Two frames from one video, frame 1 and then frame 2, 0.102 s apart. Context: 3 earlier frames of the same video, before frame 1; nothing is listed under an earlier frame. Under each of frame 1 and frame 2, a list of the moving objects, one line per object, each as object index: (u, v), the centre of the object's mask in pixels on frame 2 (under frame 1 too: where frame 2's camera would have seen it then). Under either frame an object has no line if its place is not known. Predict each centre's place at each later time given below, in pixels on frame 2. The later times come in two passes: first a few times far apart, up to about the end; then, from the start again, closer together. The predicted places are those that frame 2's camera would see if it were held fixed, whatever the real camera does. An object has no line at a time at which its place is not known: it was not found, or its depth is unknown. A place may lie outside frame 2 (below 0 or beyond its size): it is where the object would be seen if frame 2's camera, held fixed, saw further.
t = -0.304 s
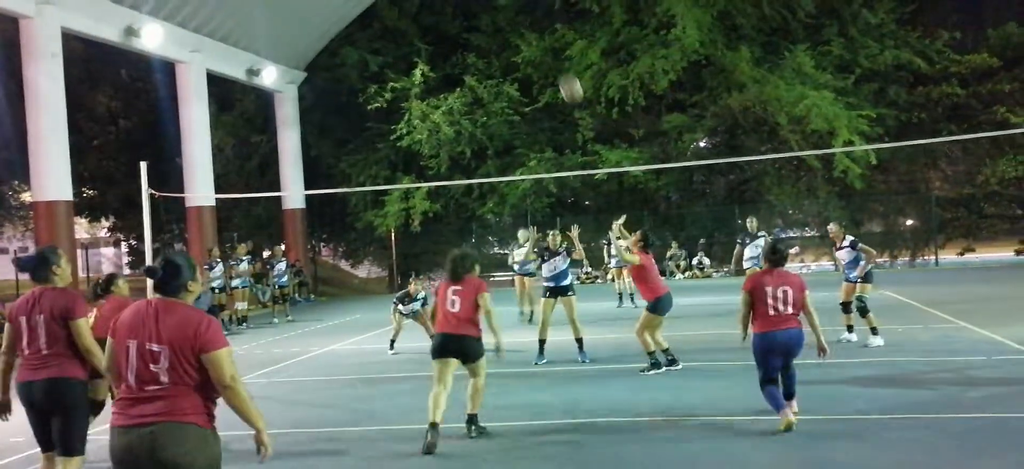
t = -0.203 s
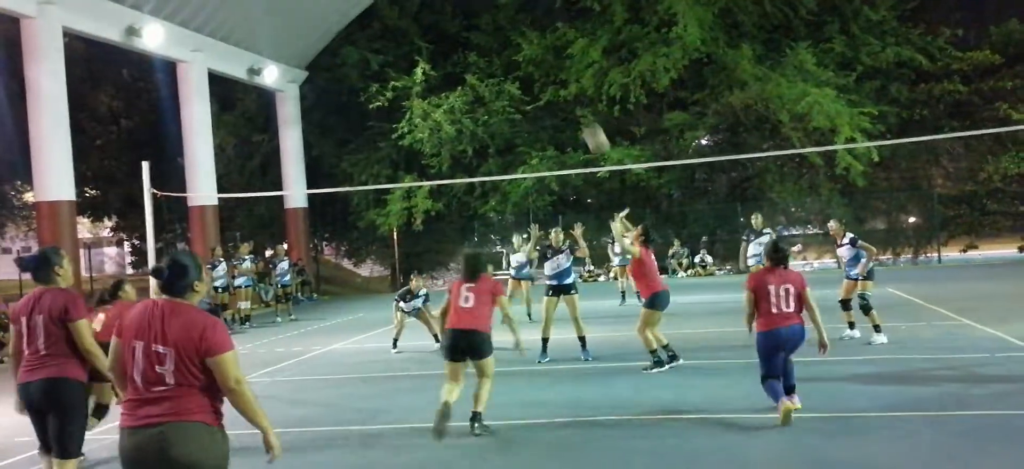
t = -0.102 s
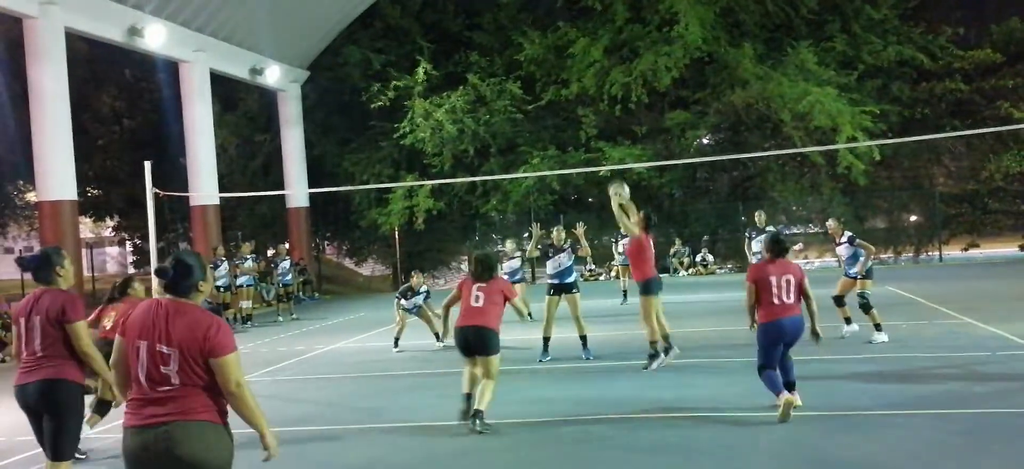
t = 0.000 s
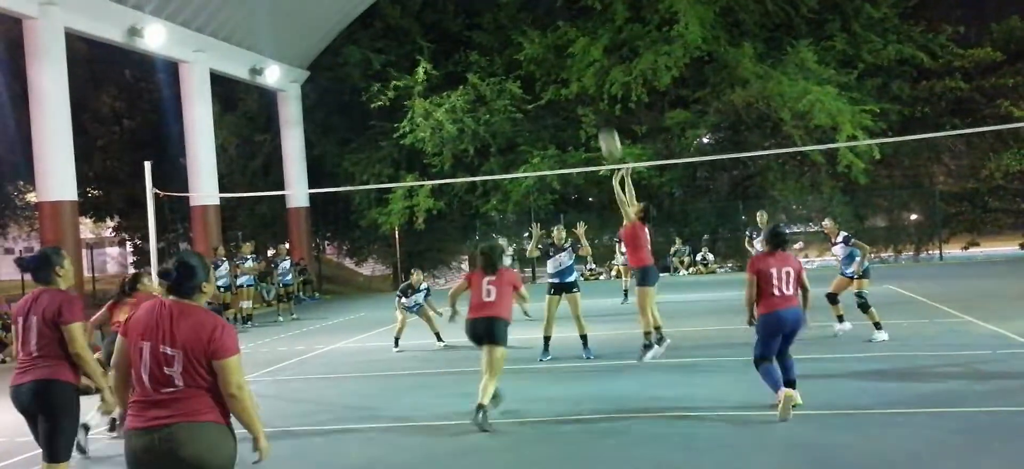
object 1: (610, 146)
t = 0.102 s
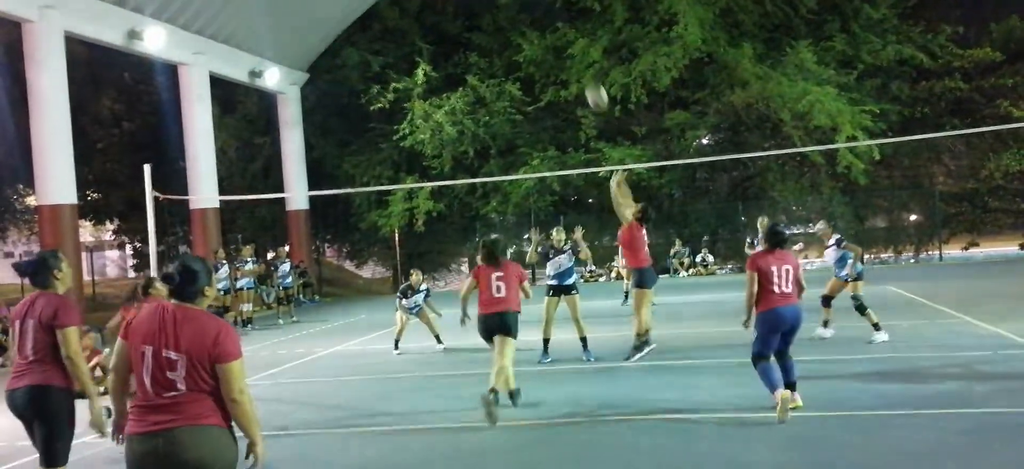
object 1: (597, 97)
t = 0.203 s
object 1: (583, 55)
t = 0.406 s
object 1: (561, 9)
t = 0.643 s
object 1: (537, 1)
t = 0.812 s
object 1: (521, 29)
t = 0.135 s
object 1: (592, 82)
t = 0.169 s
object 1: (588, 69)
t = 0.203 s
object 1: (583, 55)
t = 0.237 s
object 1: (579, 45)
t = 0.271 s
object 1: (576, 37)
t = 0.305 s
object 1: (572, 28)
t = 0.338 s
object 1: (568, 21)
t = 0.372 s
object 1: (564, 14)
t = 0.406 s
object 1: (561, 9)
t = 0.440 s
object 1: (557, 5)
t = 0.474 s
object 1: (554, 2)
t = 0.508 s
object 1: (550, 0)
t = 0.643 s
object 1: (537, 1)
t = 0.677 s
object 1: (534, 5)
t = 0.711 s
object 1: (530, 9)
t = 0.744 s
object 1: (528, 14)
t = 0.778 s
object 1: (524, 20)
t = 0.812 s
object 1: (521, 29)
